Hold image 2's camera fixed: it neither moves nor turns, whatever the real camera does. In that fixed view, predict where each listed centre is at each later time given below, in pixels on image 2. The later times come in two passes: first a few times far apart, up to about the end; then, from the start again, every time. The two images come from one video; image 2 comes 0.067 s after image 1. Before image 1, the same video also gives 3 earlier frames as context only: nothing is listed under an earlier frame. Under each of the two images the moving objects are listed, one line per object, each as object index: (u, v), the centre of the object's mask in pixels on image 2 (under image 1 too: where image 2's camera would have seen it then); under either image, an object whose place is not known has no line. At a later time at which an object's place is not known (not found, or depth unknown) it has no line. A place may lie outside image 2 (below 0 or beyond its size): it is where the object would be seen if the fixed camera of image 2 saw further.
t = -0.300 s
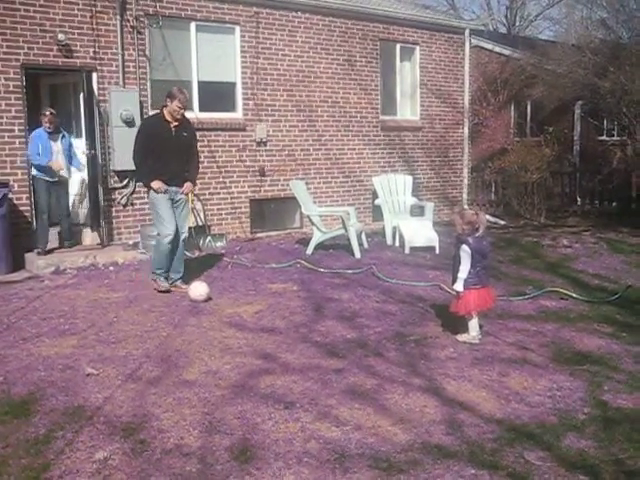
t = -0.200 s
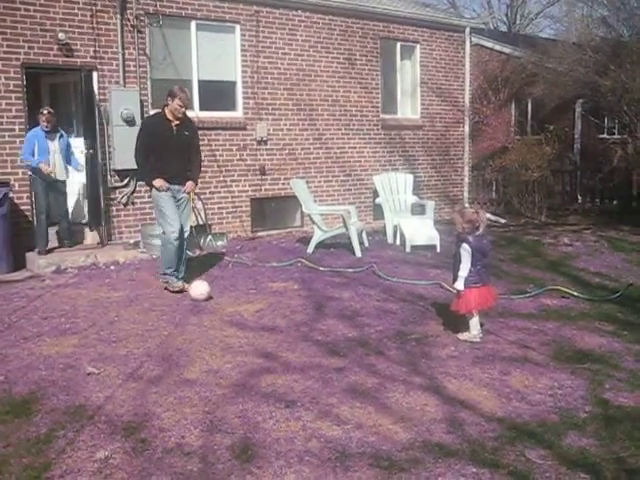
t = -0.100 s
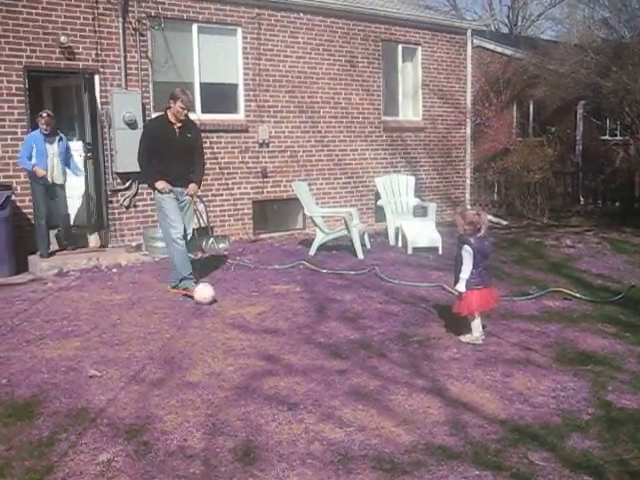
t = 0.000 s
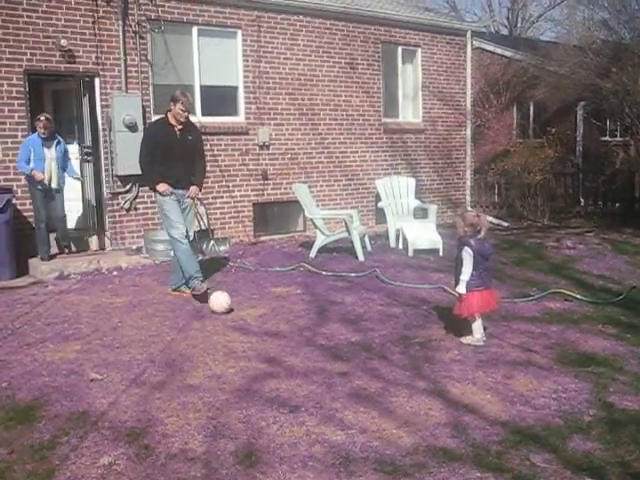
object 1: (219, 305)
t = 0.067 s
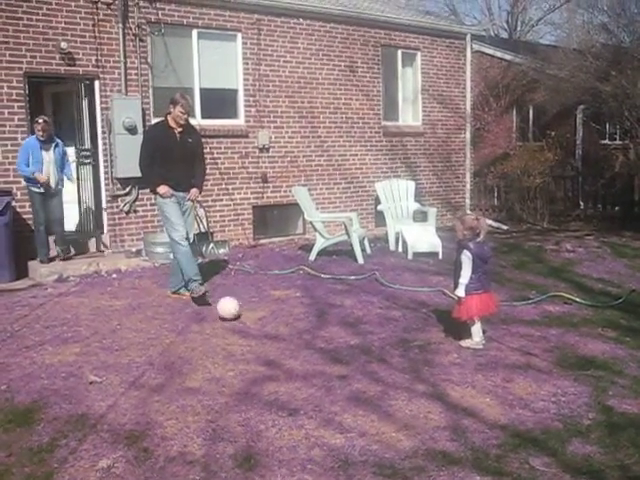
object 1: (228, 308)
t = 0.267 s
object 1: (254, 318)
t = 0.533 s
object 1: (293, 329)
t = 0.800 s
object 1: (339, 341)
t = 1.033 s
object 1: (378, 354)
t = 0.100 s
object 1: (233, 311)
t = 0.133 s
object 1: (237, 311)
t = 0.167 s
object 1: (240, 312)
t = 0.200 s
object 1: (245, 314)
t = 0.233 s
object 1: (249, 316)
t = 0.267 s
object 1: (254, 318)
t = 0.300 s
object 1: (258, 318)
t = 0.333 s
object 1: (263, 318)
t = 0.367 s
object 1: (268, 320)
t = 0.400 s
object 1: (273, 322)
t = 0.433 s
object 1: (278, 323)
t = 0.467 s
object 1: (283, 325)
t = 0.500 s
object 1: (288, 328)
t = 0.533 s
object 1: (293, 329)
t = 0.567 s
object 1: (299, 331)
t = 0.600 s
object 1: (304, 331)
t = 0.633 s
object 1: (310, 333)
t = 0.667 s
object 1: (316, 335)
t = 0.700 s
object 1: (321, 335)
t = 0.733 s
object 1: (327, 335)
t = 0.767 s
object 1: (332, 338)
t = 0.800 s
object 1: (339, 341)
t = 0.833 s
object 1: (344, 342)
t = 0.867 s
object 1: (349, 344)
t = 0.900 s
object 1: (355, 346)
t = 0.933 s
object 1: (361, 349)
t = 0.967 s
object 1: (367, 350)
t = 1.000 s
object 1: (373, 352)
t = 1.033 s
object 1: (378, 354)
